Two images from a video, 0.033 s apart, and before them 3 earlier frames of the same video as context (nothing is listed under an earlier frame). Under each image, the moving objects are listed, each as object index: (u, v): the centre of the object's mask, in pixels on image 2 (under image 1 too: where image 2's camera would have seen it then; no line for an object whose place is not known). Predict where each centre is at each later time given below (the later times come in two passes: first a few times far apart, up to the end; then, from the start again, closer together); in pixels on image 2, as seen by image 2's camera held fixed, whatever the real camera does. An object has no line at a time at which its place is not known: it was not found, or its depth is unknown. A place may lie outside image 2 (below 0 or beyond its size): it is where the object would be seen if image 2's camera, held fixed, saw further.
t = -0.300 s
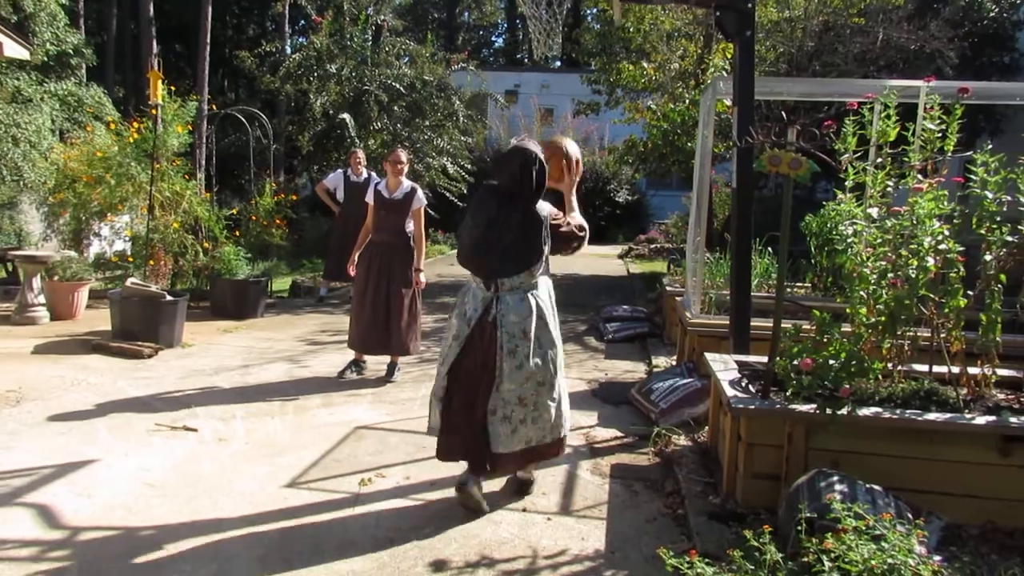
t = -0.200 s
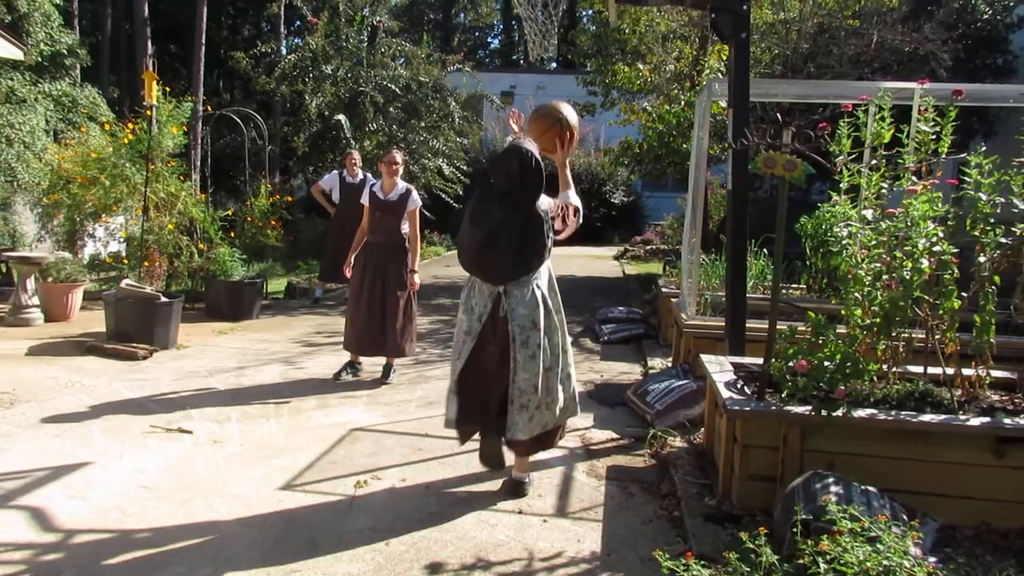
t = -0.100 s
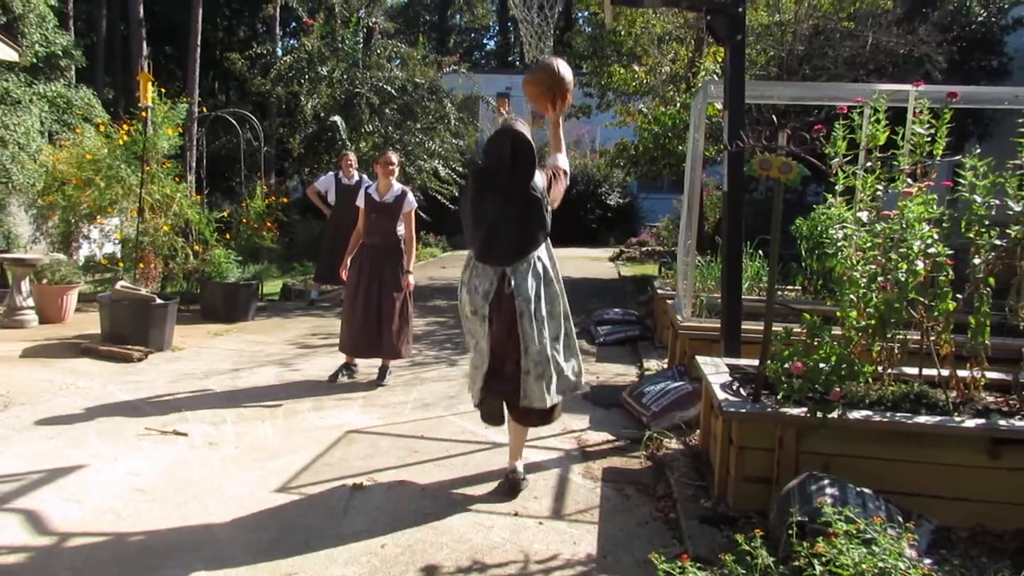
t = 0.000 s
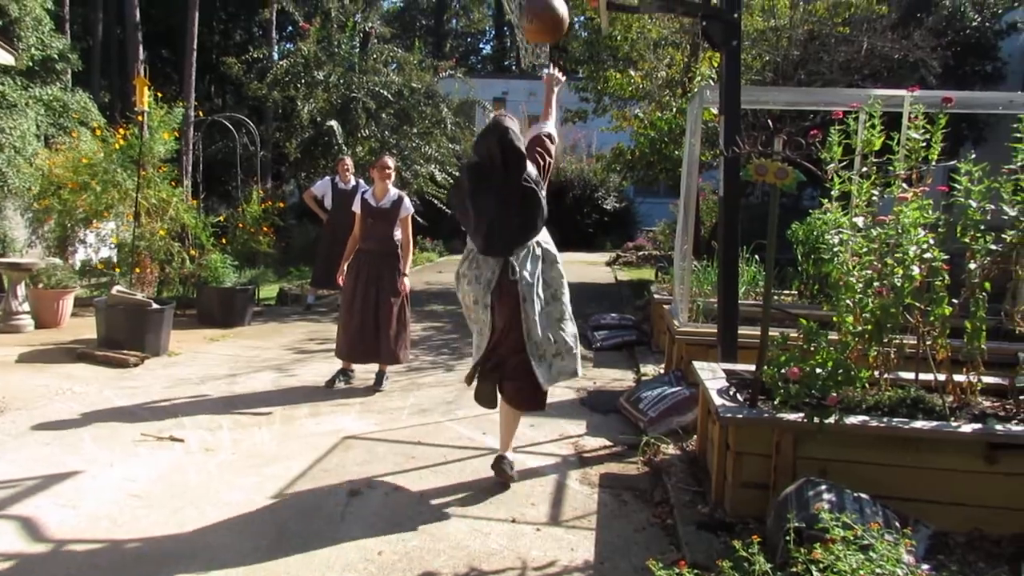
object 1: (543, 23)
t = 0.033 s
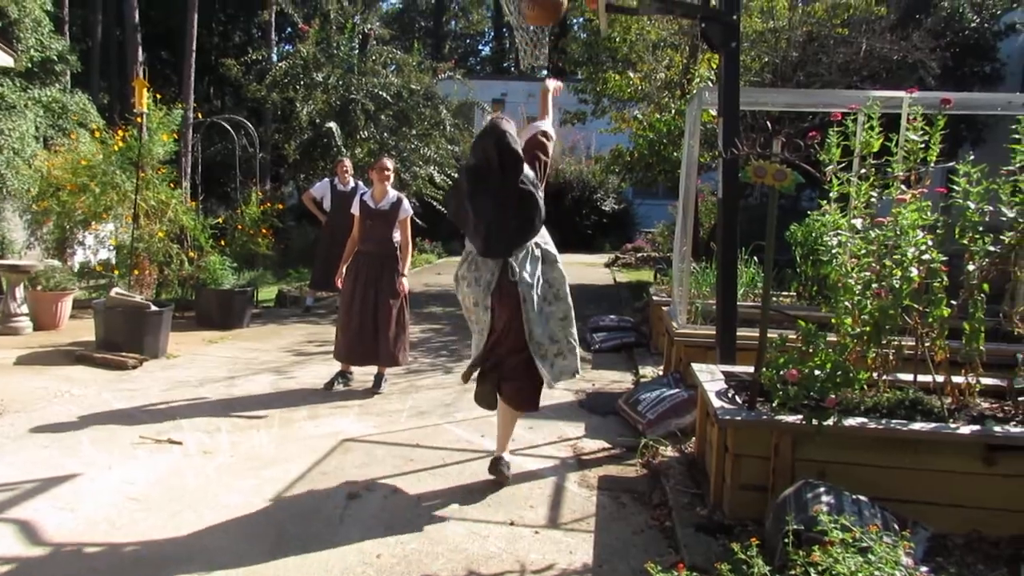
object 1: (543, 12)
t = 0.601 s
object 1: (530, 4)
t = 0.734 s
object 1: (537, 39)
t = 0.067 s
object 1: (542, 2)
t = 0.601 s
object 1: (530, 4)
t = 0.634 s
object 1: (535, 18)
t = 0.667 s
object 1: (537, 25)
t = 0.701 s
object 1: (536, 34)
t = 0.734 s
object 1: (537, 39)
